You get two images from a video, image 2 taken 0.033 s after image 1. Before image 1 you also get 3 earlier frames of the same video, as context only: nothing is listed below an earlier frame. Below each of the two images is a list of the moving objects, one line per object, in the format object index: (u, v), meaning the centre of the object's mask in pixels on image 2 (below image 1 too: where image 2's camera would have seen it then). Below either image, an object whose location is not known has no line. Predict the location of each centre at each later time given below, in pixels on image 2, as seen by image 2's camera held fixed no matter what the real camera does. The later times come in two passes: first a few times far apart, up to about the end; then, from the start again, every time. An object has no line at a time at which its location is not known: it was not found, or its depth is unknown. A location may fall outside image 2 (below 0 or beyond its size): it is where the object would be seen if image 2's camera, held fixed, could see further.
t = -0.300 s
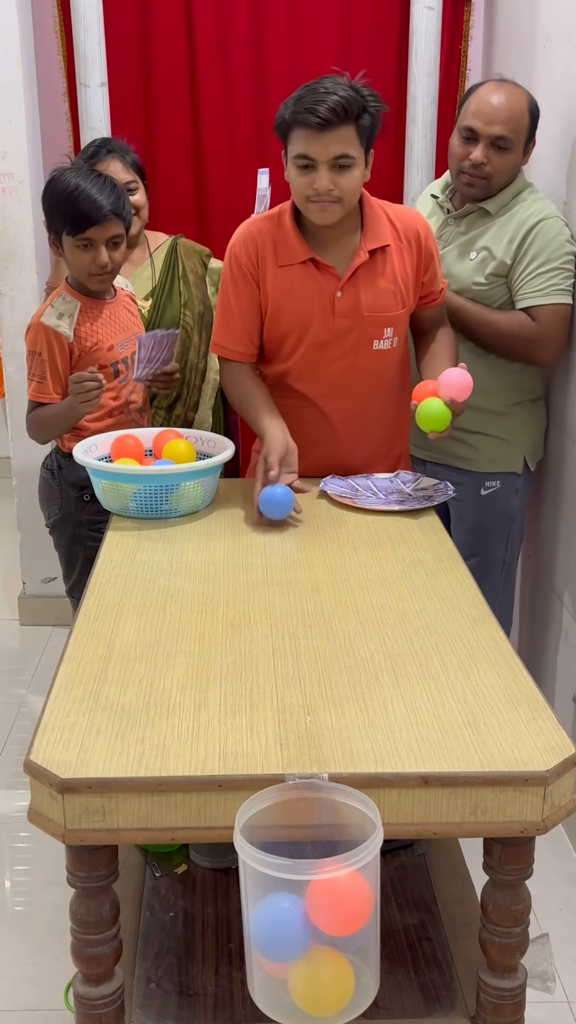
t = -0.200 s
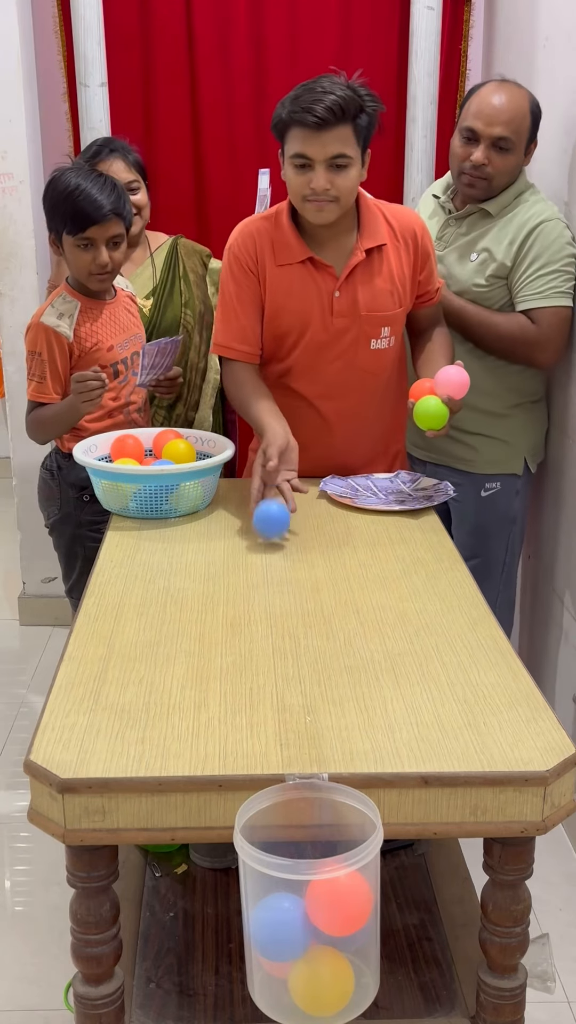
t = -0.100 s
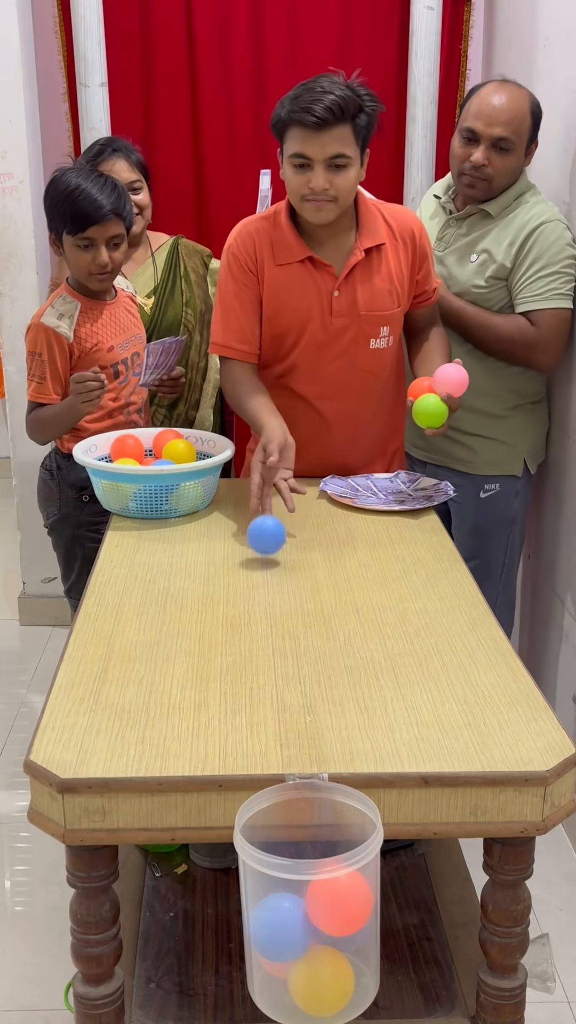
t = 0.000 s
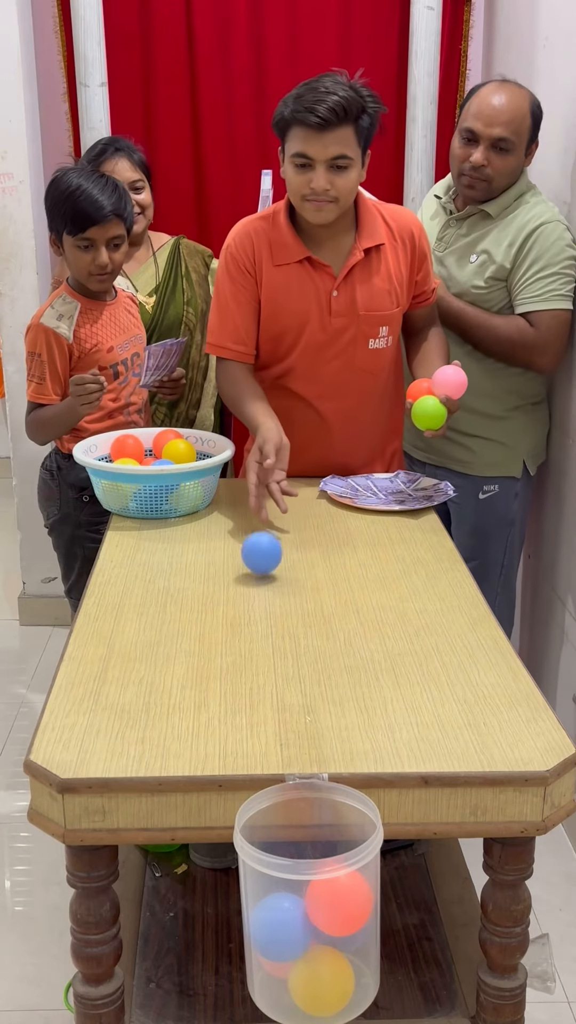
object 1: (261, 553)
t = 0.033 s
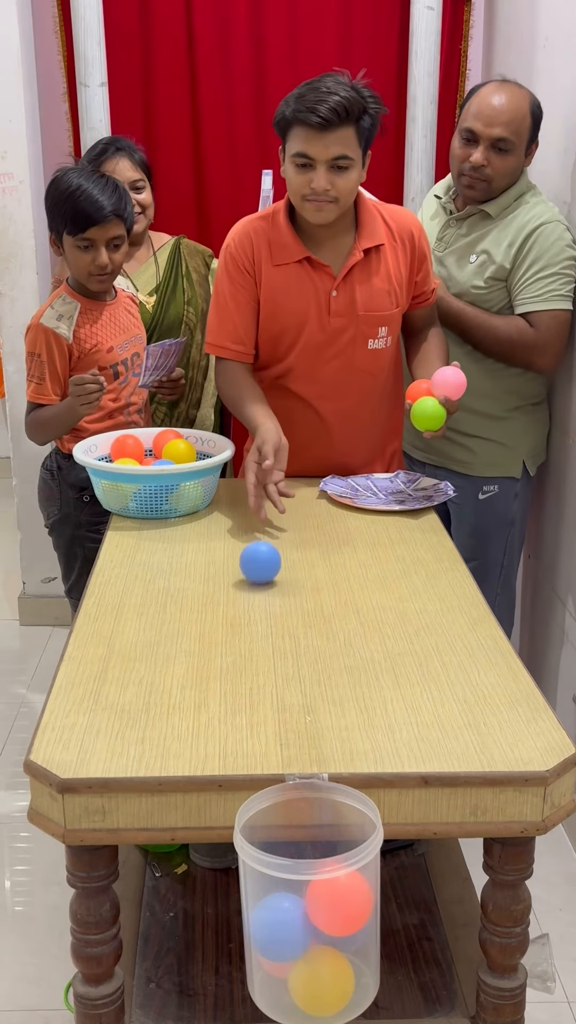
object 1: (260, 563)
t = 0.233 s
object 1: (253, 596)
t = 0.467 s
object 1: (250, 641)
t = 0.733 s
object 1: (255, 701)
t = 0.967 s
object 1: (269, 764)
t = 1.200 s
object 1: (279, 877)
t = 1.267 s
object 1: (277, 857)
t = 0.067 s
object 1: (259, 565)
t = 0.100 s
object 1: (258, 573)
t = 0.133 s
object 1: (257, 578)
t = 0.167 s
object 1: (255, 584)
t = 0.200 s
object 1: (254, 590)
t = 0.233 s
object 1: (253, 596)
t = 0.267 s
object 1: (252, 603)
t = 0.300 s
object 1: (252, 609)
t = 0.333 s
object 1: (252, 615)
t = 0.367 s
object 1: (251, 622)
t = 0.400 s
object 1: (251, 629)
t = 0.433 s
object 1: (250, 635)
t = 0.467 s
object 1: (250, 641)
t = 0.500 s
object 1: (250, 649)
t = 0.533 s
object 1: (250, 656)
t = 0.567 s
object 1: (250, 663)
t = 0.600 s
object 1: (251, 670)
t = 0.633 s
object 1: (252, 678)
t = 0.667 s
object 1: (253, 685)
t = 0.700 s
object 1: (254, 693)
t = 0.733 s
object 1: (255, 701)
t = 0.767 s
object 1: (256, 708)
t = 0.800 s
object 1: (258, 716)
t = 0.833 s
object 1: (259, 725)
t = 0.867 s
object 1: (261, 733)
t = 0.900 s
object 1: (264, 742)
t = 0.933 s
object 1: (266, 752)
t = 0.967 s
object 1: (269, 764)
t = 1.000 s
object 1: (273, 778)
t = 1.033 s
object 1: (277, 802)
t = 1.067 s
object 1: (283, 829)
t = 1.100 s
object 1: (283, 877)
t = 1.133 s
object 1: (280, 877)
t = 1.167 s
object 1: (282, 877)
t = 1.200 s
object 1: (279, 877)
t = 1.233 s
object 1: (273, 875)
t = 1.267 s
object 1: (277, 857)
